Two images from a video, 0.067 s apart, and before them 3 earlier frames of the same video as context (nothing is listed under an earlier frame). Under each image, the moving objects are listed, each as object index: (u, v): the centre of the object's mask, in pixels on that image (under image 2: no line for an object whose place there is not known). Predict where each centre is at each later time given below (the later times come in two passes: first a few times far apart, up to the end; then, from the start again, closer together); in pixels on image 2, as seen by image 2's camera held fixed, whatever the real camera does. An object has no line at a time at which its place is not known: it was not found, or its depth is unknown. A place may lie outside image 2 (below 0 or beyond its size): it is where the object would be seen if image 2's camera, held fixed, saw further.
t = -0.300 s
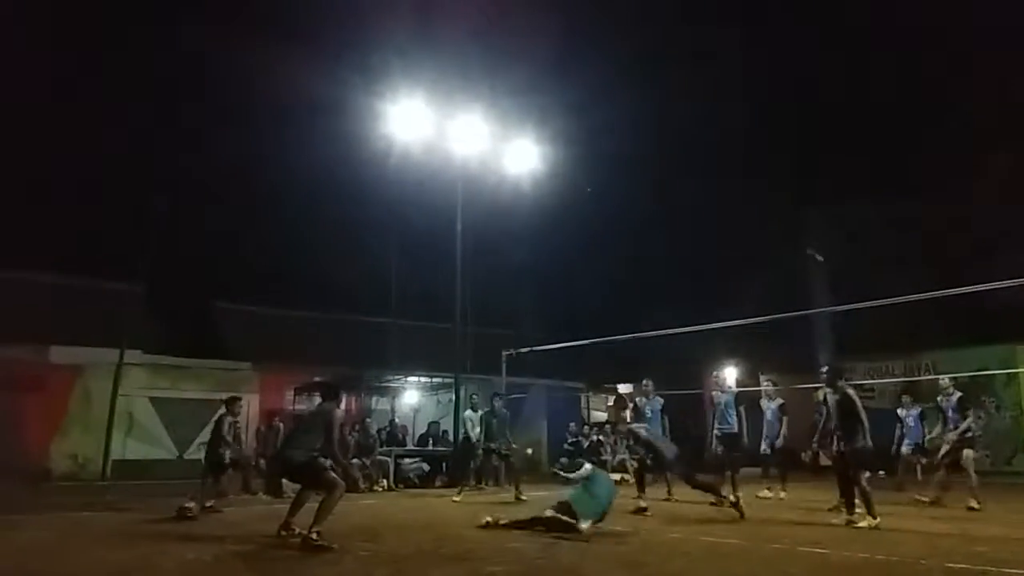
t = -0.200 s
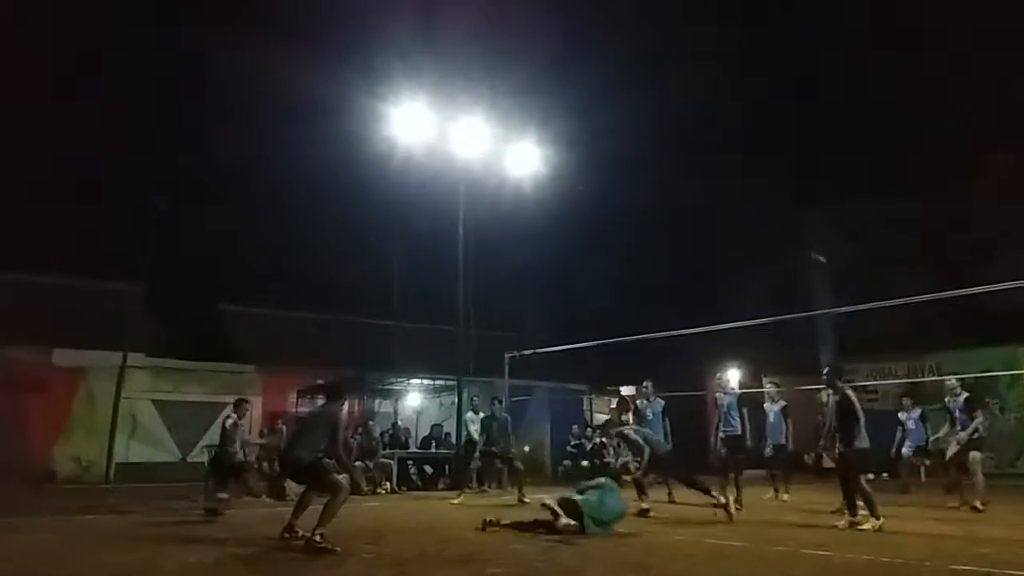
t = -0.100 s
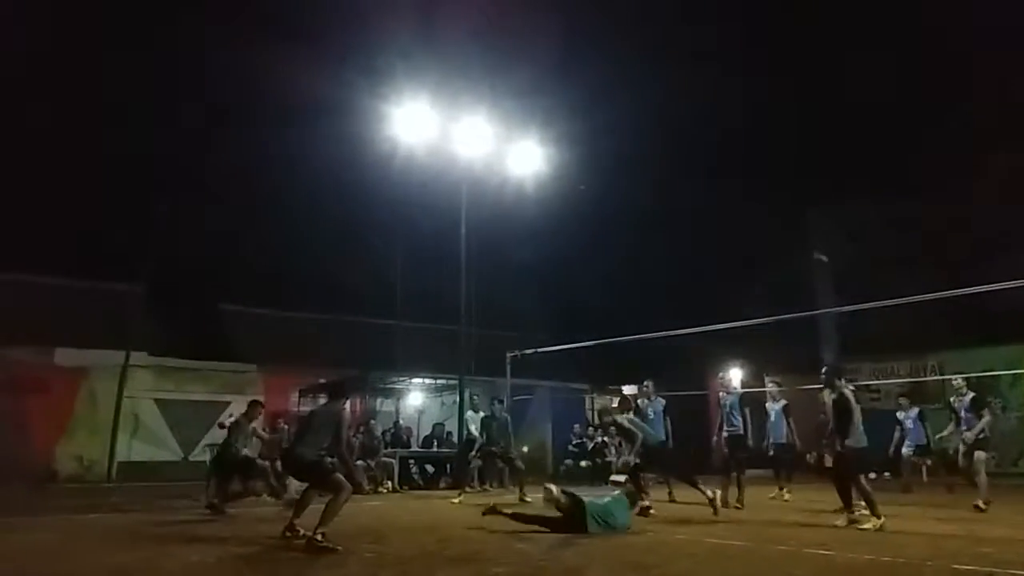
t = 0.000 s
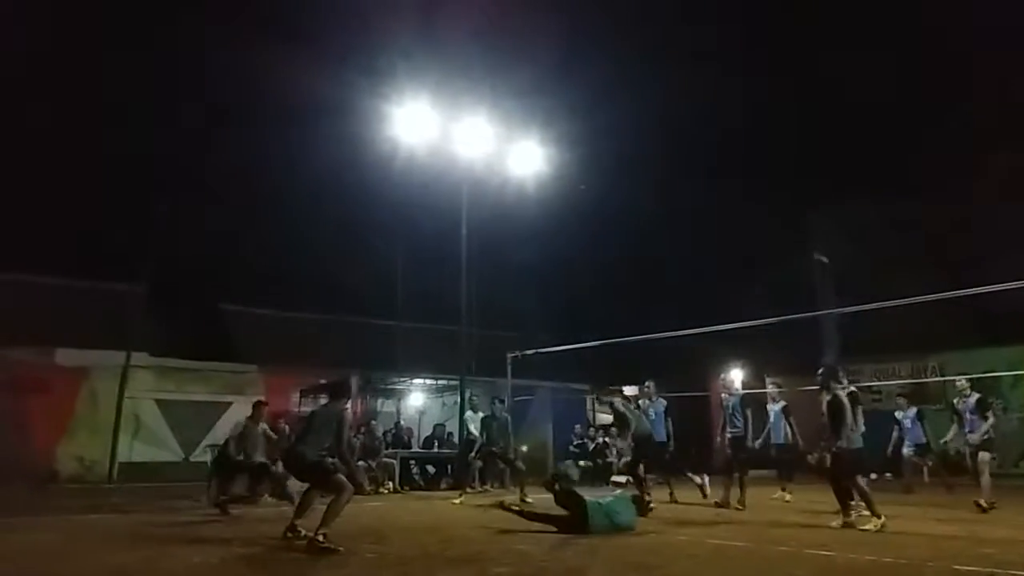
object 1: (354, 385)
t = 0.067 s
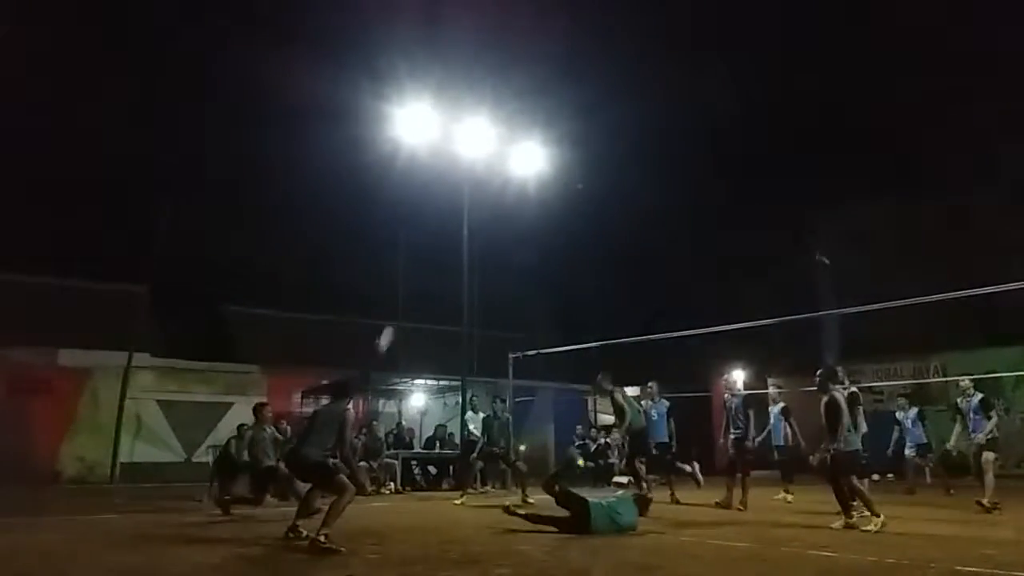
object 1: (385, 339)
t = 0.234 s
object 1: (450, 240)
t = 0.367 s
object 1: (494, 183)
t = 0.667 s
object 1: (571, 102)
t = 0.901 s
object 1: (623, 82)
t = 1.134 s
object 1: (672, 93)
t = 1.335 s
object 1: (711, 125)
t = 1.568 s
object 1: (753, 186)
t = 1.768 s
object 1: (792, 258)
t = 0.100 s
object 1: (399, 318)
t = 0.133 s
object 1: (414, 295)
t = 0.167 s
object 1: (425, 276)
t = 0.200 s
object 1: (440, 257)
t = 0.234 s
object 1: (450, 240)
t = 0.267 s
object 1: (462, 224)
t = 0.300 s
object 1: (473, 208)
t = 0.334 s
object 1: (483, 194)
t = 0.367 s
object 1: (494, 183)
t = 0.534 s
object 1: (541, 129)
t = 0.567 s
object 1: (546, 120)
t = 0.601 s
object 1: (555, 114)
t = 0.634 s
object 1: (564, 107)
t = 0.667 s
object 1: (571, 102)
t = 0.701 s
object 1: (579, 96)
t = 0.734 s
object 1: (587, 92)
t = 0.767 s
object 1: (595, 89)
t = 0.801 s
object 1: (602, 86)
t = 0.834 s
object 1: (609, 84)
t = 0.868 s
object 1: (617, 82)
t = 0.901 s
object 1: (623, 82)
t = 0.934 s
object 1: (631, 81)
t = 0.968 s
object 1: (637, 81)
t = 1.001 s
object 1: (644, 82)
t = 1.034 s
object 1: (650, 84)
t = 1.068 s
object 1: (657, 87)
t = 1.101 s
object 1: (665, 89)
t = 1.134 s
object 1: (672, 93)
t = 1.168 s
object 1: (679, 96)
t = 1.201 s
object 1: (685, 101)
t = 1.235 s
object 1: (691, 106)
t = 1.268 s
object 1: (698, 111)
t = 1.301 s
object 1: (704, 118)
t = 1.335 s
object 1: (711, 125)
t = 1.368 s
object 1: (717, 132)
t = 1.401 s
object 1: (723, 140)
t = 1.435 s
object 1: (729, 148)
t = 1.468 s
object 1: (734, 157)
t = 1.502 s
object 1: (740, 166)
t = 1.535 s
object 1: (747, 176)
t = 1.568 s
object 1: (753, 186)
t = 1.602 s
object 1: (760, 197)
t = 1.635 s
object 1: (766, 209)
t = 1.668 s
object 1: (772, 220)
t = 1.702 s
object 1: (779, 233)
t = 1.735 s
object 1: (786, 245)
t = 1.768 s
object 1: (792, 258)
